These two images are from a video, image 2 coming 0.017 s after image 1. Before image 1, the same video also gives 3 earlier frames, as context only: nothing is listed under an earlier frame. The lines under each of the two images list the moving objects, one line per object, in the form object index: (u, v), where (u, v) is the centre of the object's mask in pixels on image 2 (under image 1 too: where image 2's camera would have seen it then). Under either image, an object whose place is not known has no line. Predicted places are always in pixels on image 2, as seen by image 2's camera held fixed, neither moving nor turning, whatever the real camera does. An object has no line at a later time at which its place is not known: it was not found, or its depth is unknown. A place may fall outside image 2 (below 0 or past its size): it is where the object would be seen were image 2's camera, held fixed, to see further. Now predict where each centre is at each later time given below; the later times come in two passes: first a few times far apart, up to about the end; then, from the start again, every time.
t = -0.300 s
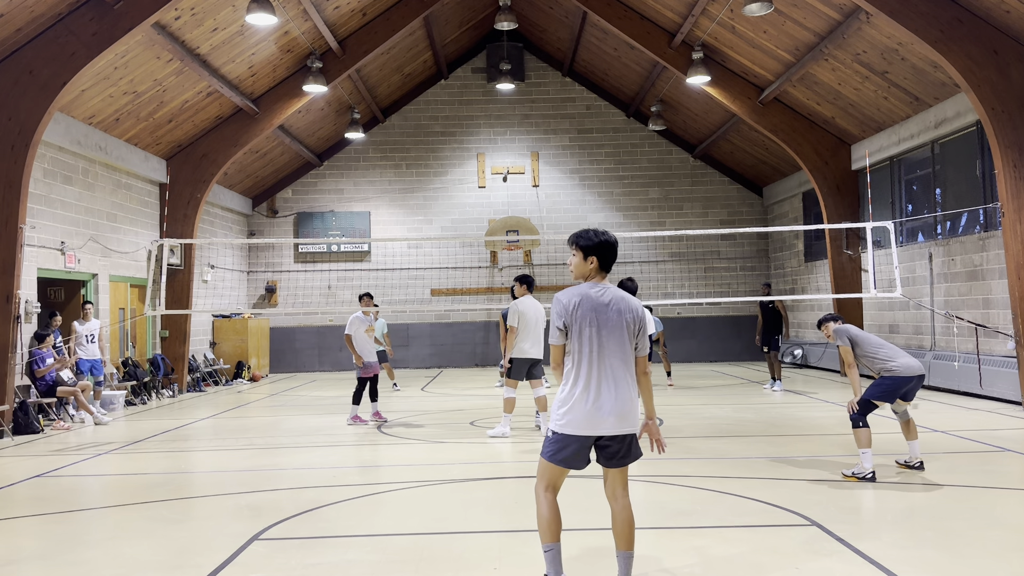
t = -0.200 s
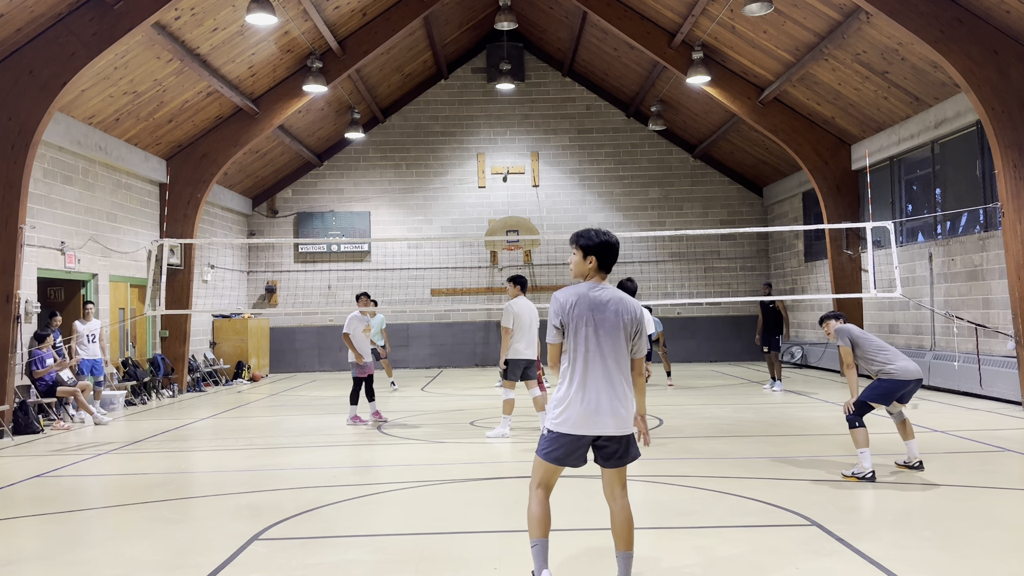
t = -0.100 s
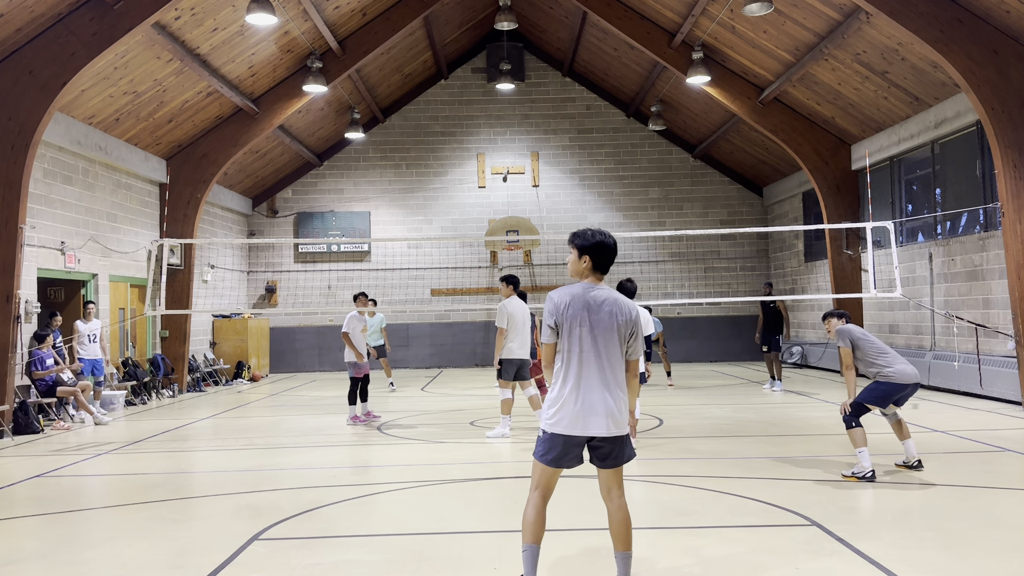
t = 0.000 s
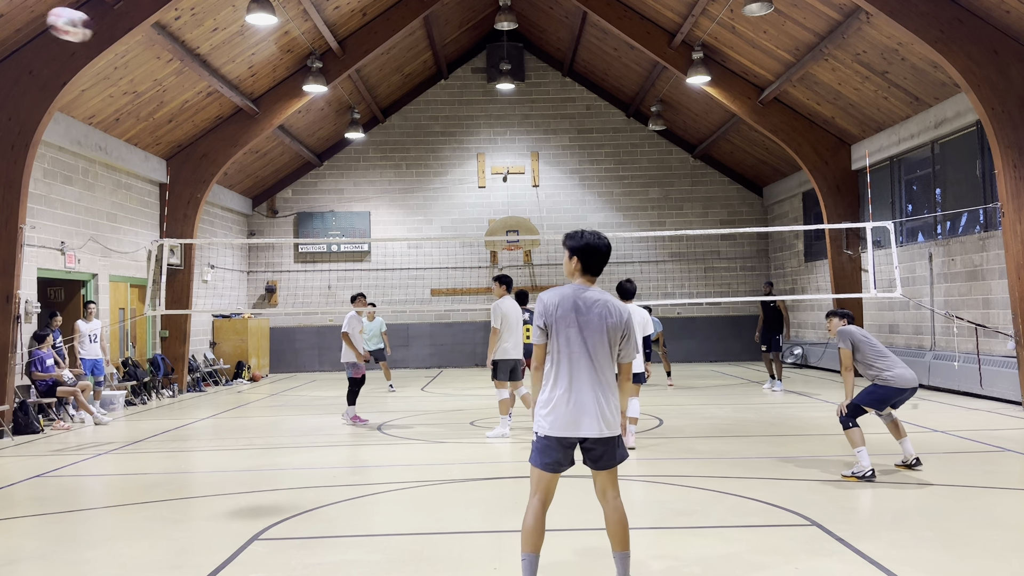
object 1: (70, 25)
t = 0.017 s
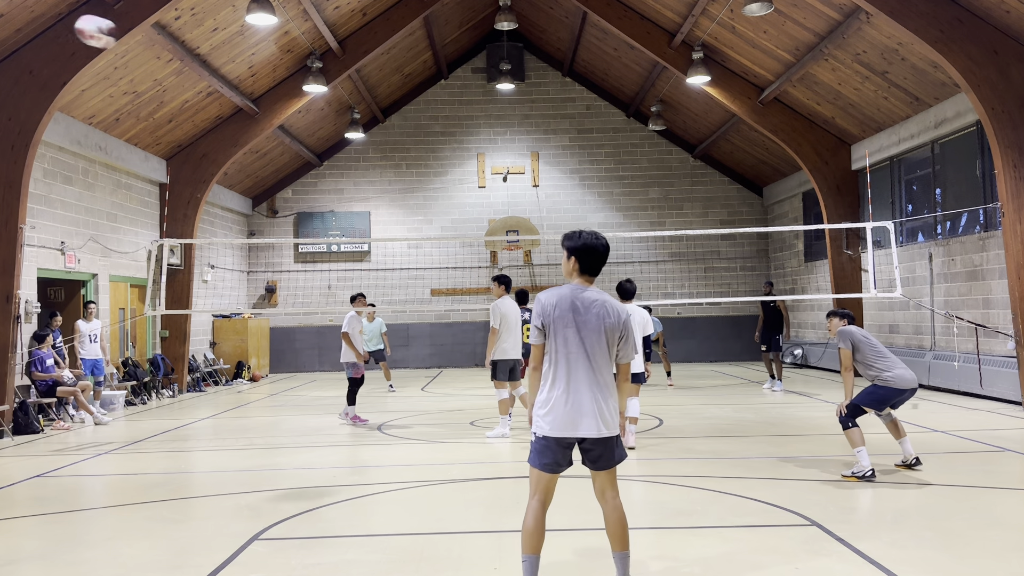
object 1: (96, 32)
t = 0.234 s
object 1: (320, 115)
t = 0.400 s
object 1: (410, 172)
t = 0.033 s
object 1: (121, 38)
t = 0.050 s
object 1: (144, 45)
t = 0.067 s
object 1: (165, 51)
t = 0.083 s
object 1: (186, 58)
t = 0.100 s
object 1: (204, 65)
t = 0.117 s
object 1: (223, 72)
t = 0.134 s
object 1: (239, 78)
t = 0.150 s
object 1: (254, 85)
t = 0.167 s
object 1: (269, 90)
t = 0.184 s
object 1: (283, 96)
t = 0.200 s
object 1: (296, 103)
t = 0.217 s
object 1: (309, 110)
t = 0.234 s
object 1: (320, 115)
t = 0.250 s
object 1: (332, 121)
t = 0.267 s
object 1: (340, 127)
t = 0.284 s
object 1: (351, 134)
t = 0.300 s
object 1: (362, 141)
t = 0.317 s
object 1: (370, 145)
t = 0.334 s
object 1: (379, 150)
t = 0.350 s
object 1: (387, 157)
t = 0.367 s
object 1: (395, 162)
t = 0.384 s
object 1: (402, 167)
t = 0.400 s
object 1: (410, 172)
